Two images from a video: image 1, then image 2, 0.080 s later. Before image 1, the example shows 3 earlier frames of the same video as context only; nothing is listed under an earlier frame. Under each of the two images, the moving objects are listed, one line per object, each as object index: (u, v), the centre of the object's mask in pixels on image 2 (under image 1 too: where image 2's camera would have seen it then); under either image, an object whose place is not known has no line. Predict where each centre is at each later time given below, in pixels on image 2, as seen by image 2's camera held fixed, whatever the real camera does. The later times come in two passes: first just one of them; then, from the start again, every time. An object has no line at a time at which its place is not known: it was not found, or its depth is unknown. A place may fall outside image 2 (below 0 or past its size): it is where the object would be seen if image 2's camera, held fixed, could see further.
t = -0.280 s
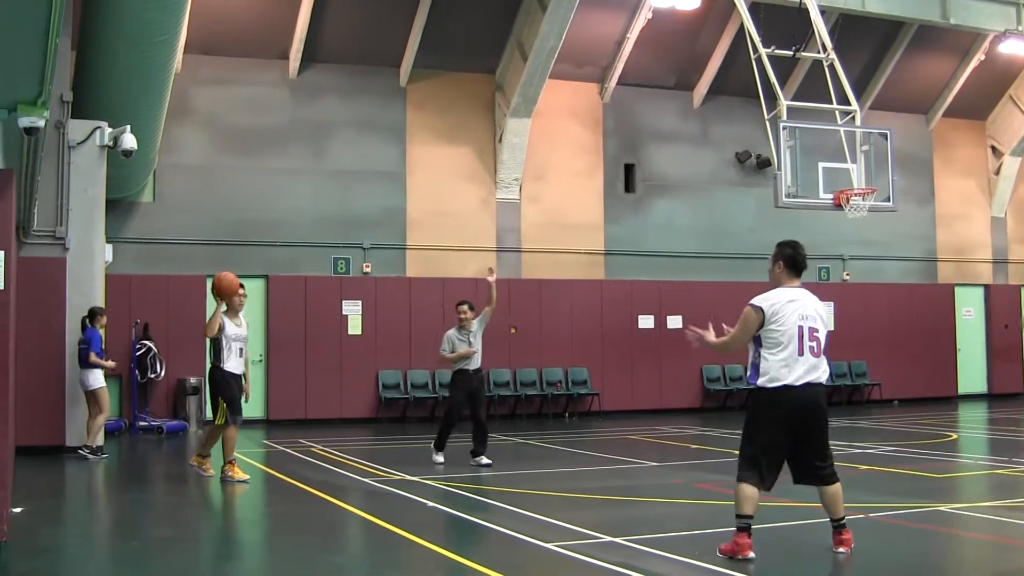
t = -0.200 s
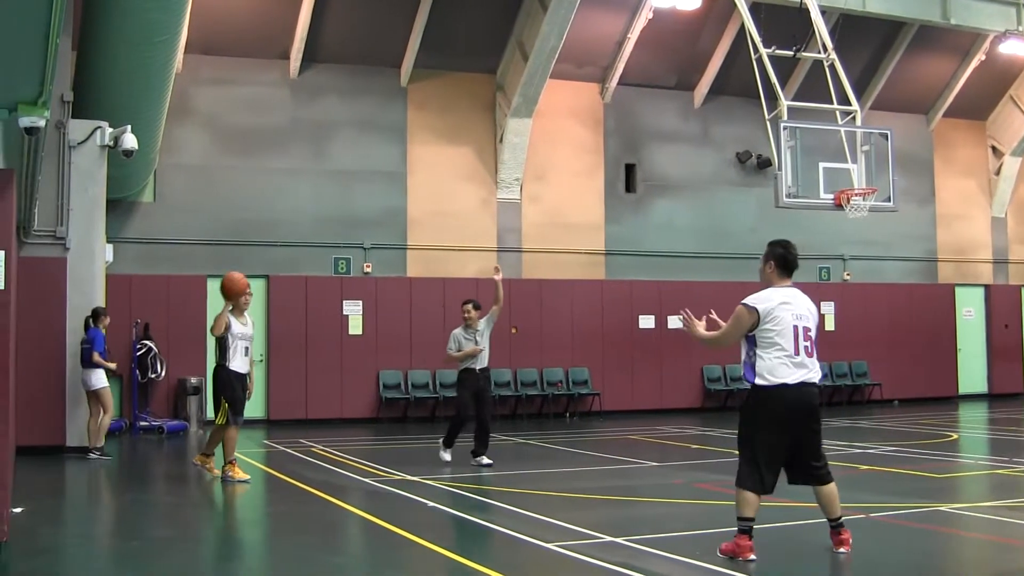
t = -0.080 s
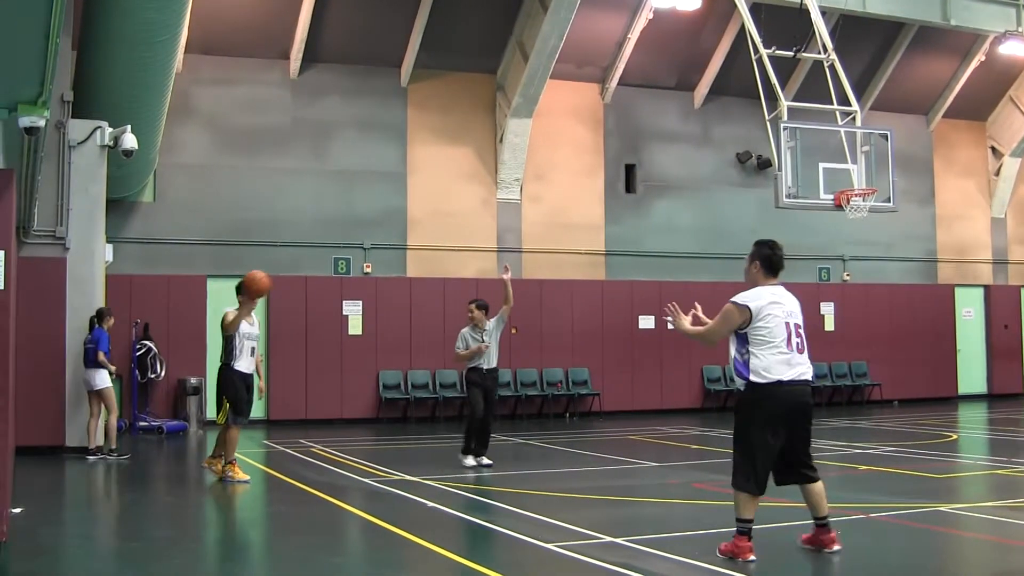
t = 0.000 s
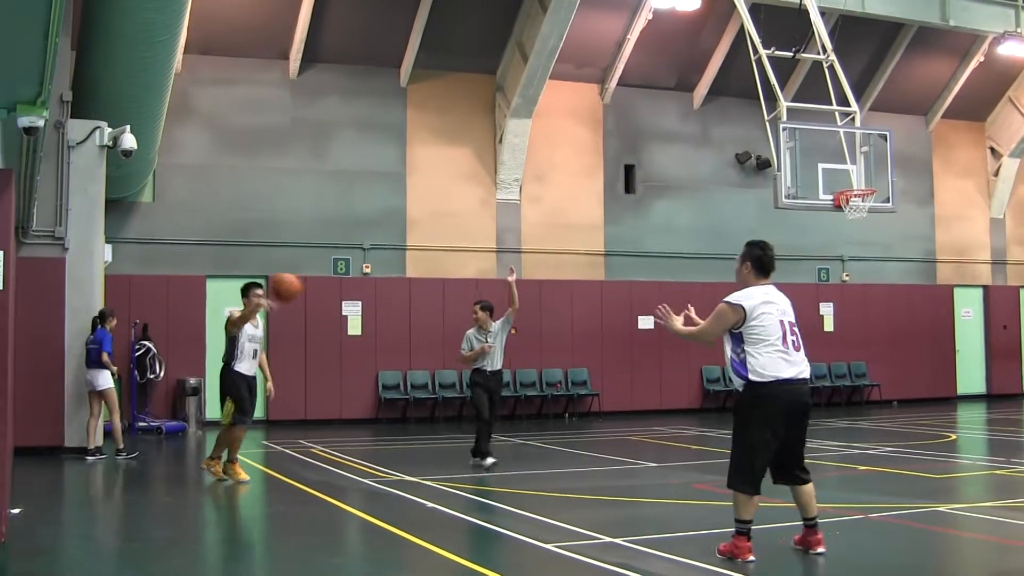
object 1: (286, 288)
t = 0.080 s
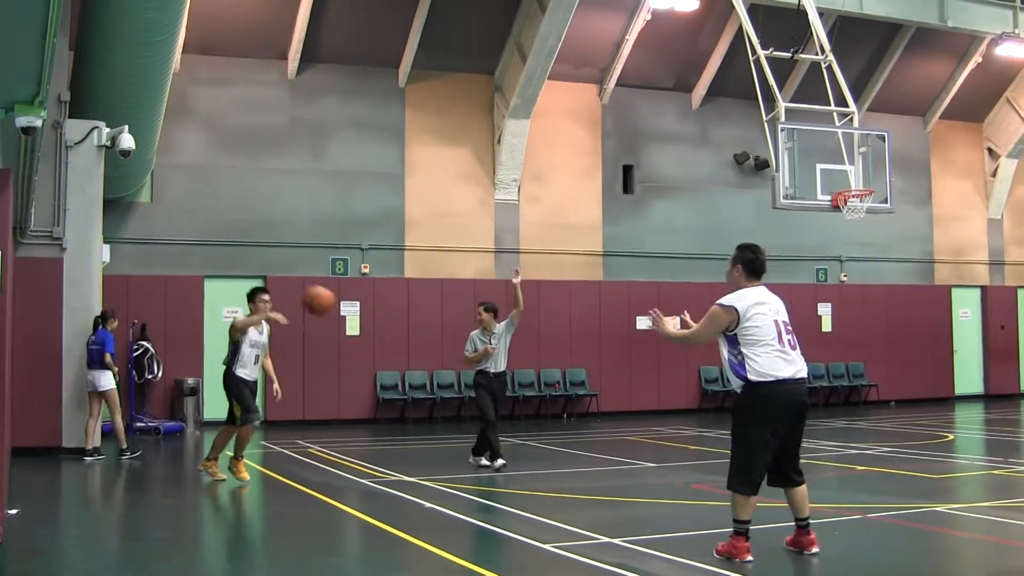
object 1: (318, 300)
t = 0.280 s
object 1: (422, 376)
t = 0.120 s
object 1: (337, 310)
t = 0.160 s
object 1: (359, 325)
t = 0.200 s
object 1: (378, 338)
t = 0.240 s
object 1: (399, 355)
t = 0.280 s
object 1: (422, 376)
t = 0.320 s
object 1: (447, 403)
